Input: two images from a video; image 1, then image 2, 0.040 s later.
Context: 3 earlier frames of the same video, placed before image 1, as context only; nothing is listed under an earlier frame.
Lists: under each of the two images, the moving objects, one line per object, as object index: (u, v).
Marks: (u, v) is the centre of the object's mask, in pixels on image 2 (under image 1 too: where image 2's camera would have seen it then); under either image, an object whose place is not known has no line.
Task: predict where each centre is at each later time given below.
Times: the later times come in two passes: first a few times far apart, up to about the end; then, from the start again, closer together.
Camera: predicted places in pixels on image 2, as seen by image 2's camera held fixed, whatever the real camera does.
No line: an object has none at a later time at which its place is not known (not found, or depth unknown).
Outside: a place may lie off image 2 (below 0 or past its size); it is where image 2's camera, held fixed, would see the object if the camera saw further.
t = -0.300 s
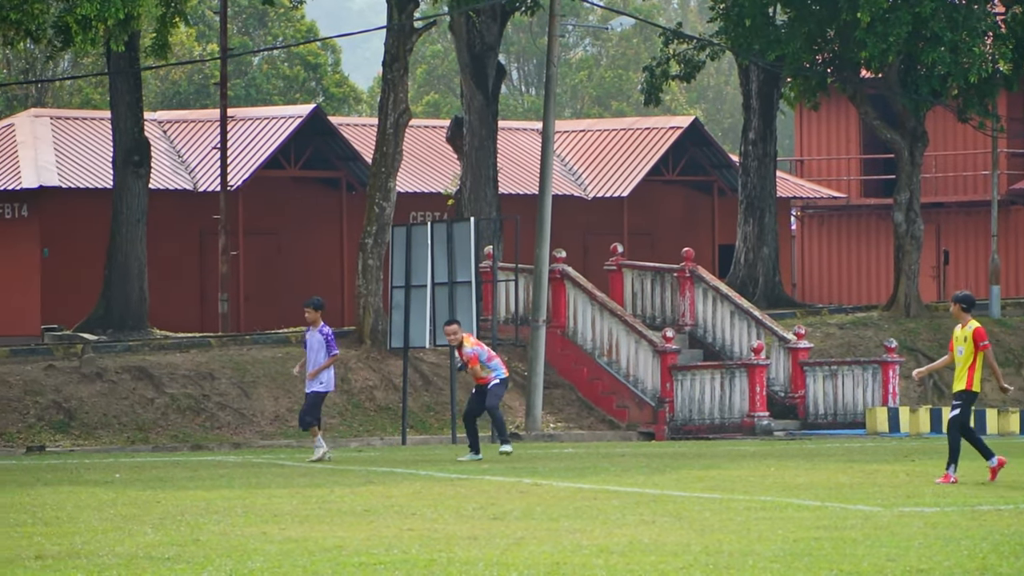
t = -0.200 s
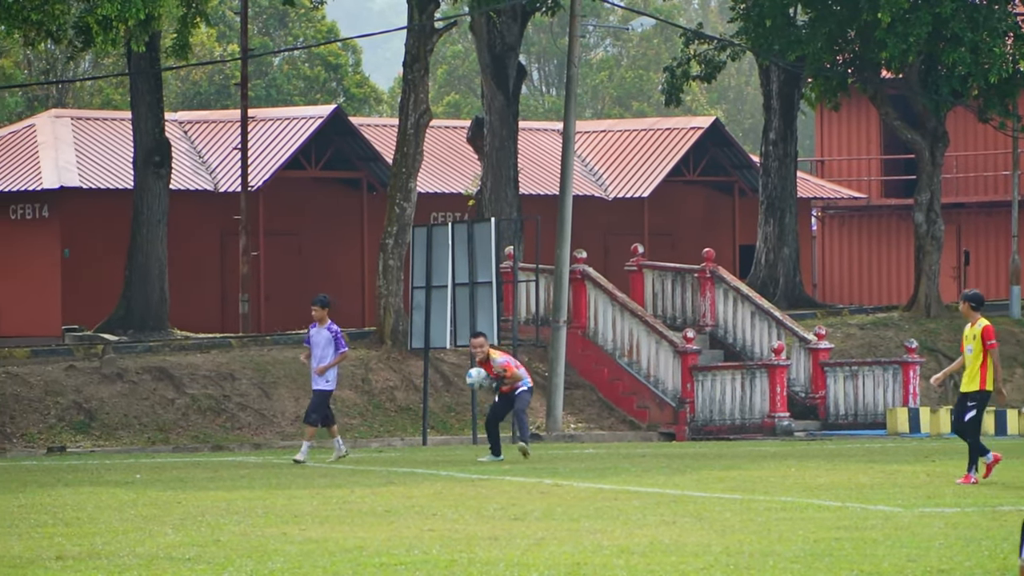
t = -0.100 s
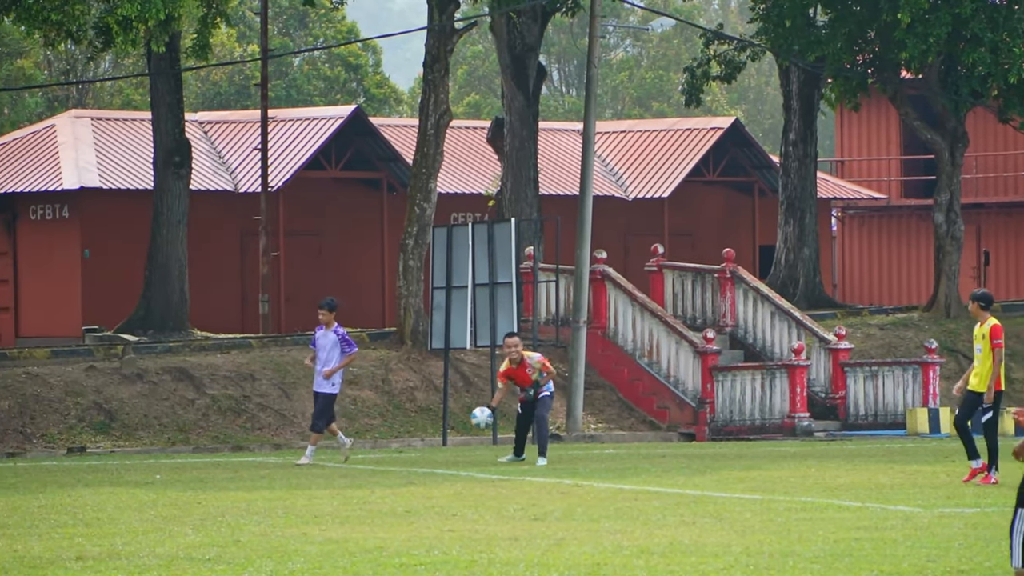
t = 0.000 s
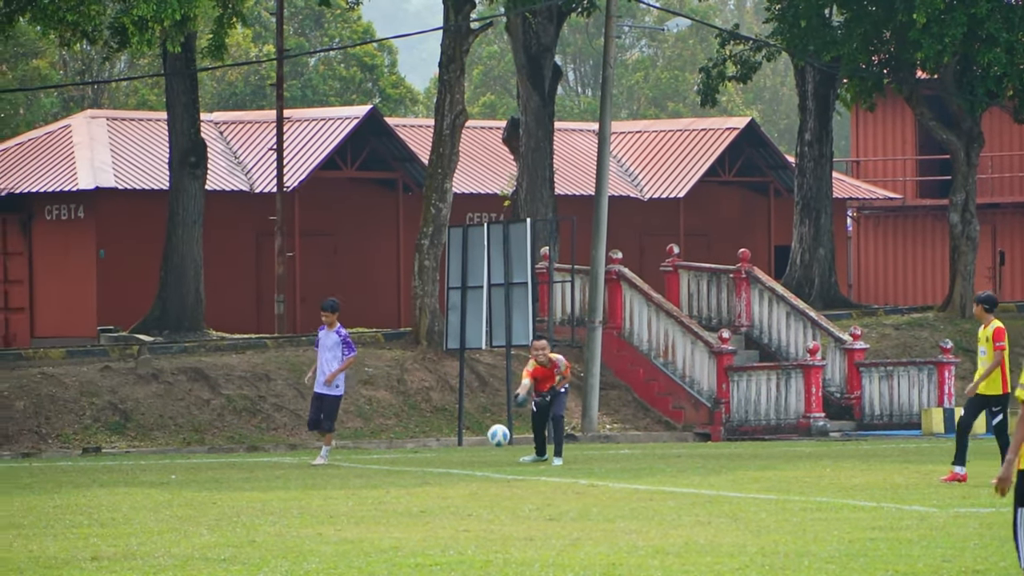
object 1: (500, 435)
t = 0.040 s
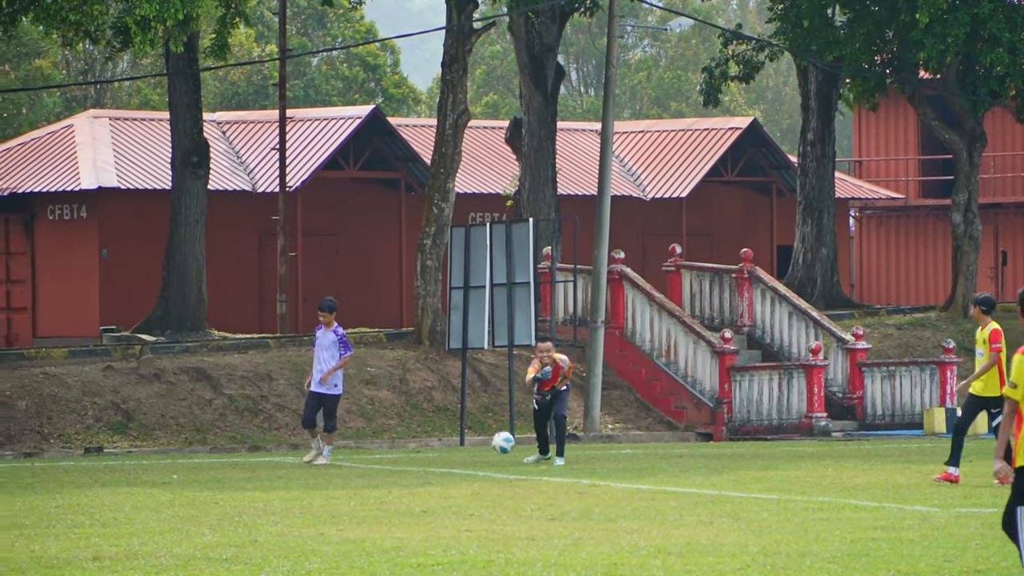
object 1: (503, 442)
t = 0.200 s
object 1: (509, 450)
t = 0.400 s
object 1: (509, 445)
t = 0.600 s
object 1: (510, 477)
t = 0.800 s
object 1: (513, 483)
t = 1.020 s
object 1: (516, 484)
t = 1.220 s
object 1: (519, 492)
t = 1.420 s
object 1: (520, 501)
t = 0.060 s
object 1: (504, 447)
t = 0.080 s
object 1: (506, 451)
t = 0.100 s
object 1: (507, 457)
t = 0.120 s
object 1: (508, 462)
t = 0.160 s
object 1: (509, 458)
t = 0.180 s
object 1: (509, 454)
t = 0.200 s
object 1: (509, 450)
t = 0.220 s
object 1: (509, 448)
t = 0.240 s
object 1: (509, 445)
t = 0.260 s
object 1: (509, 444)
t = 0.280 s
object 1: (510, 443)
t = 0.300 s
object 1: (510, 442)
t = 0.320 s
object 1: (509, 442)
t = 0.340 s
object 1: (509, 442)
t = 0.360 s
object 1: (509, 443)
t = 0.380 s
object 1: (509, 443)
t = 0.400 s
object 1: (509, 445)
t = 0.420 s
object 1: (509, 447)
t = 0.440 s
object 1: (509, 450)
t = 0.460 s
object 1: (509, 454)
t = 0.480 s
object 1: (510, 457)
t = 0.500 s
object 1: (509, 461)
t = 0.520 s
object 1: (509, 467)
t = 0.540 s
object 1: (509, 472)
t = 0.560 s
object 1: (509, 479)
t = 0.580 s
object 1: (509, 479)
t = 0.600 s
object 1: (510, 477)
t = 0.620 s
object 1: (510, 476)
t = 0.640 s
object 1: (511, 475)
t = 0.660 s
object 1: (511, 475)
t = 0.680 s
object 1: (512, 474)
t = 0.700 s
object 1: (512, 475)
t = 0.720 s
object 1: (512, 477)
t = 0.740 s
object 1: (512, 478)
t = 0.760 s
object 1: (512, 480)
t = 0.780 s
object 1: (513, 483)
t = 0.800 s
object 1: (513, 483)
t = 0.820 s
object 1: (513, 480)
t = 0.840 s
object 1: (514, 478)
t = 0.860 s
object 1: (514, 476)
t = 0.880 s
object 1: (514, 476)
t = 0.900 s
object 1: (515, 475)
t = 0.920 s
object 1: (515, 475)
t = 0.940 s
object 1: (515, 475)
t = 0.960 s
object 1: (516, 477)
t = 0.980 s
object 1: (516, 479)
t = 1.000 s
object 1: (516, 481)
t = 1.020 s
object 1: (516, 484)
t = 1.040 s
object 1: (516, 487)
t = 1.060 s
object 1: (516, 488)
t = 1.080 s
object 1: (517, 487)
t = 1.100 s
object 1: (517, 486)
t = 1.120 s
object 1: (517, 485)
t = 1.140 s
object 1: (517, 486)
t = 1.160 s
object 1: (518, 487)
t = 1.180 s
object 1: (518, 488)
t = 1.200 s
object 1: (519, 490)
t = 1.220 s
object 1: (519, 492)
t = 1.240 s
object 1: (519, 495)
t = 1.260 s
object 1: (519, 497)
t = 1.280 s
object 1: (519, 497)
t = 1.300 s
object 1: (520, 497)
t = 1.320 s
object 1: (520, 498)
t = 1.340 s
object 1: (520, 499)
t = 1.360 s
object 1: (520, 500)
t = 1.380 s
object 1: (520, 502)
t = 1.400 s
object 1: (520, 502)
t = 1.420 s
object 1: (520, 501)
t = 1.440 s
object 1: (519, 500)
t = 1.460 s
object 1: (519, 500)
